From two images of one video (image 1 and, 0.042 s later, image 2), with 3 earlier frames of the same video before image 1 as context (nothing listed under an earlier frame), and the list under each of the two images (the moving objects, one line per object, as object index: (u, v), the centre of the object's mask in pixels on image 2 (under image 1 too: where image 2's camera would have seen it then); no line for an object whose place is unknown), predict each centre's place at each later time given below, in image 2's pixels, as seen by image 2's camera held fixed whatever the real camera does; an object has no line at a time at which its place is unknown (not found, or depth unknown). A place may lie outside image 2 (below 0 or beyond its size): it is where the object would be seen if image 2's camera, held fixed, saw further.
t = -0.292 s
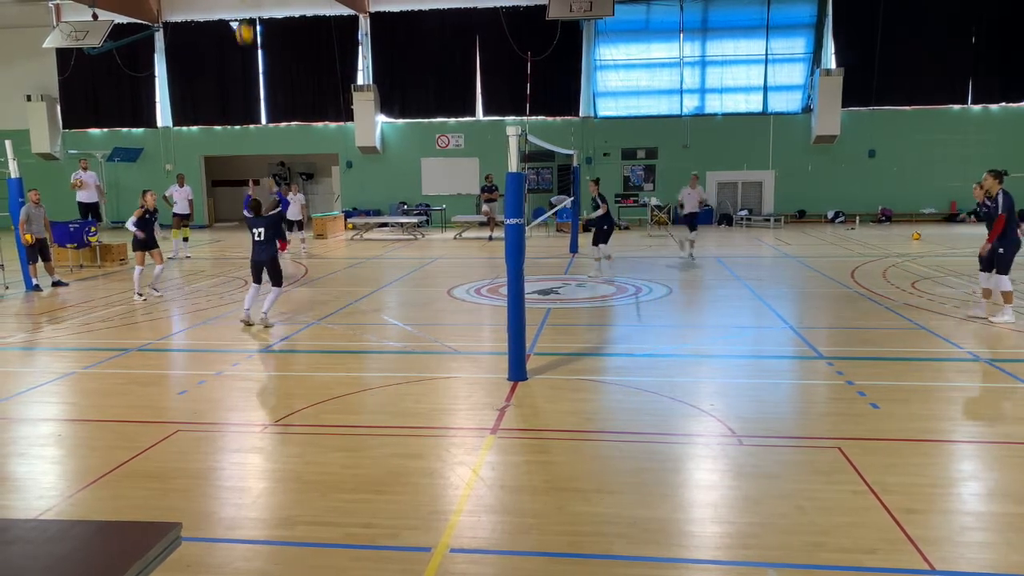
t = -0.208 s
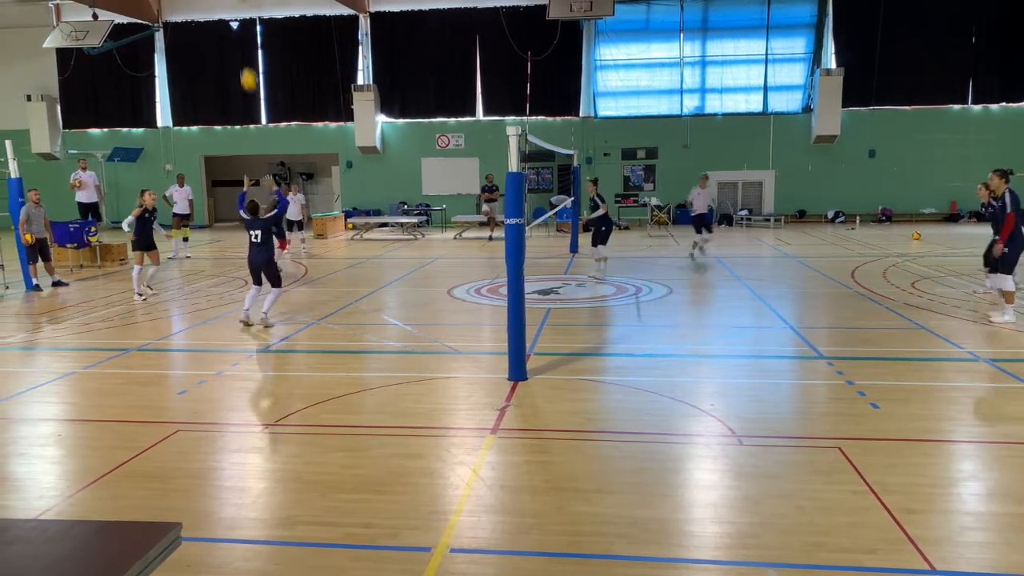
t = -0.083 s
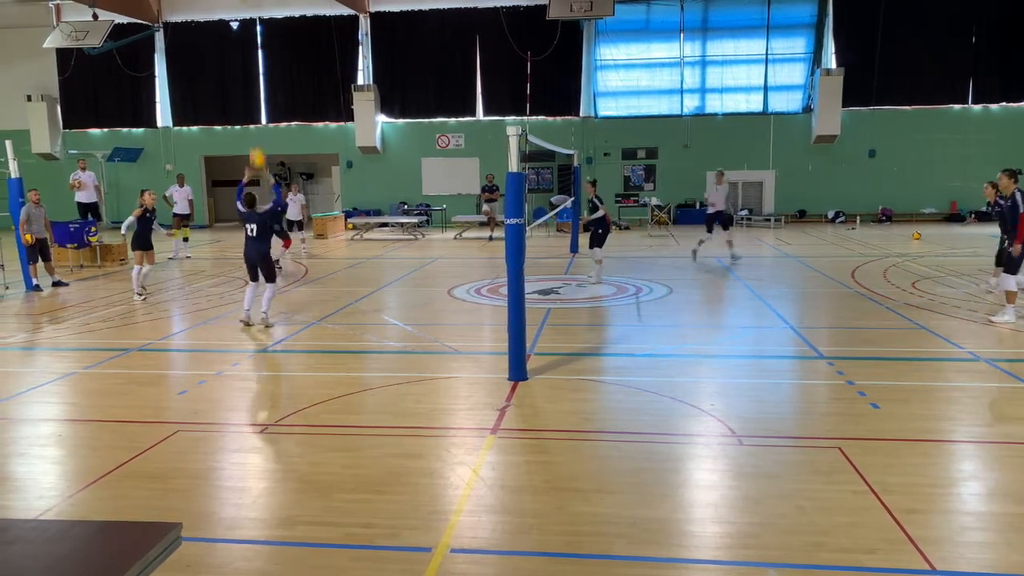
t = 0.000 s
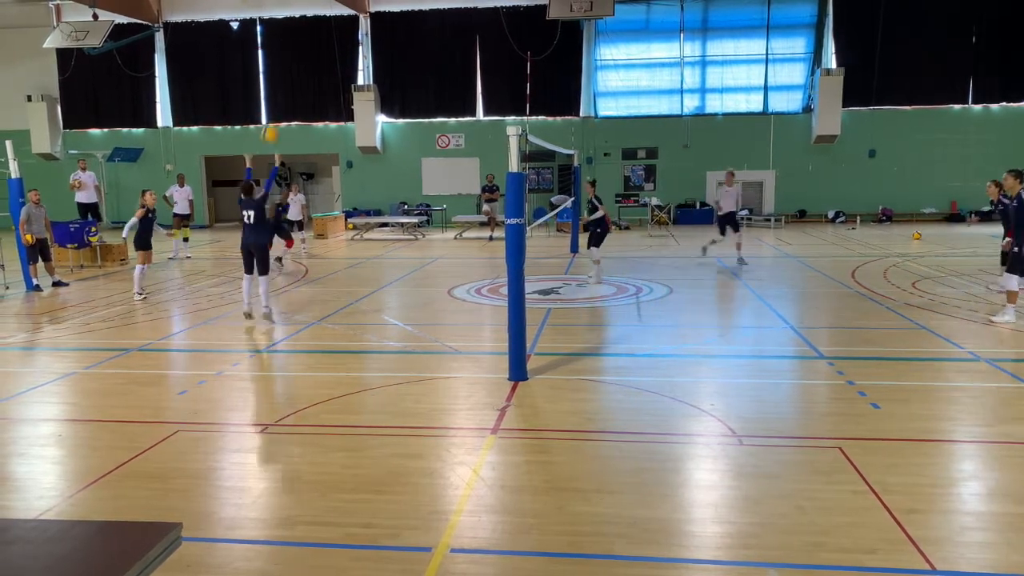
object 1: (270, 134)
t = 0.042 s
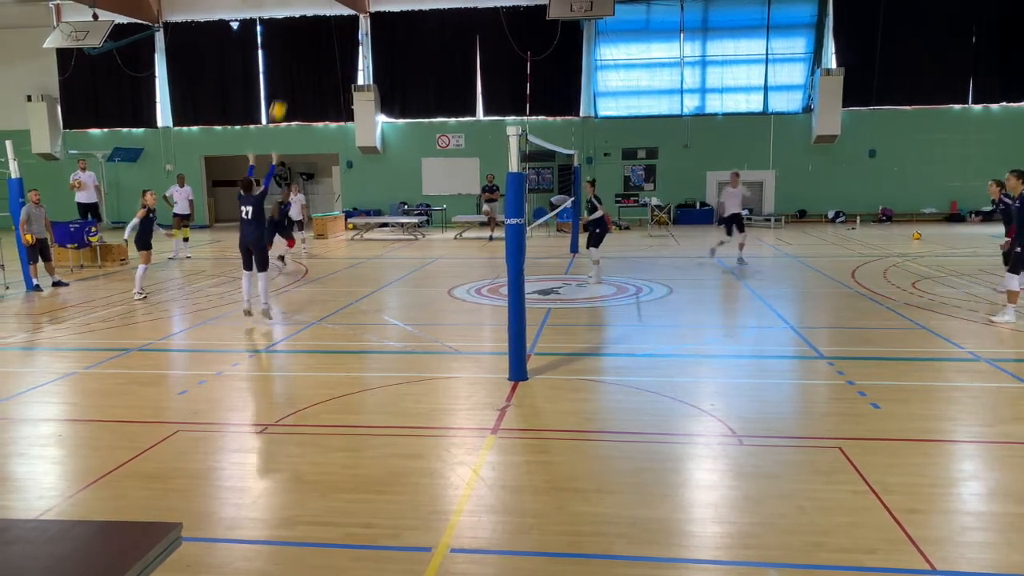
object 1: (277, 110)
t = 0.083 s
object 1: (285, 91)
